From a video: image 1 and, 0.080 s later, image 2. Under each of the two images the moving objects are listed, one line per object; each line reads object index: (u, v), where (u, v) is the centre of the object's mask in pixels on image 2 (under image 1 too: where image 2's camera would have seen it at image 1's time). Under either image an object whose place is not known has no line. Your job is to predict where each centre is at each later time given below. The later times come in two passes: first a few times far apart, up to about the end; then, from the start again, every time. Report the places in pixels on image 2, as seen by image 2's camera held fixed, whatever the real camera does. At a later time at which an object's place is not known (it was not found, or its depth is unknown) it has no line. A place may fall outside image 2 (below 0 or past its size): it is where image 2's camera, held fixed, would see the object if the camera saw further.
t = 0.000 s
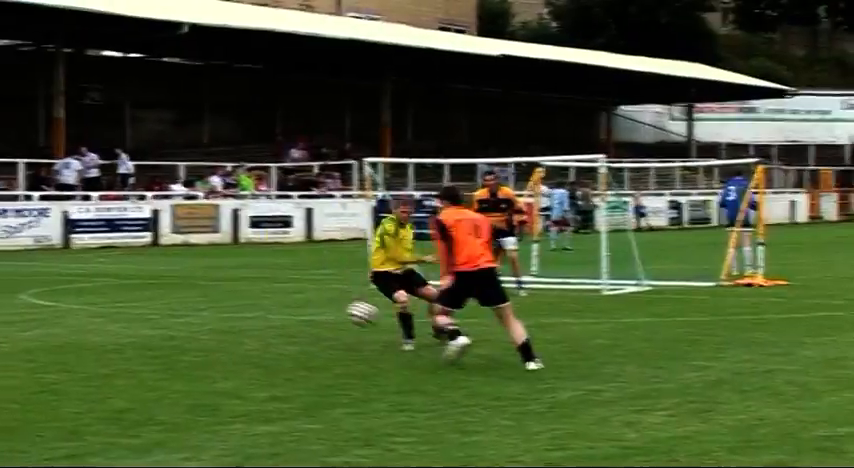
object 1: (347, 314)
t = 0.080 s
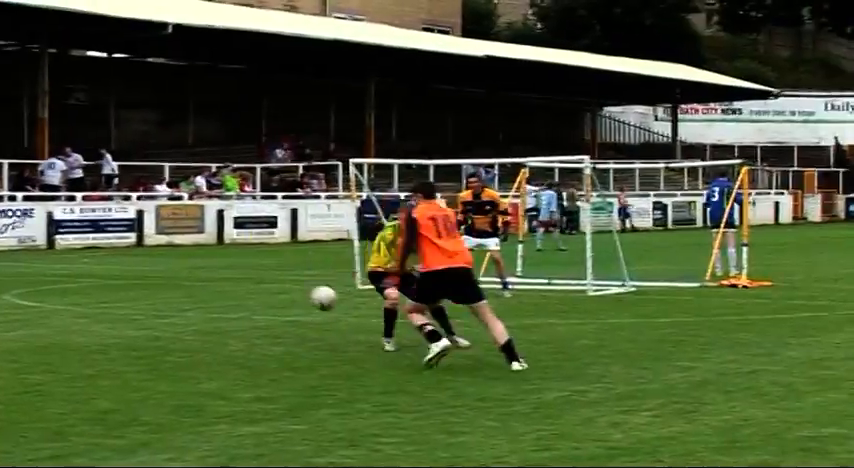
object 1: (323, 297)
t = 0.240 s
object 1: (278, 285)
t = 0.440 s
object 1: (222, 308)
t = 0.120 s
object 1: (312, 292)
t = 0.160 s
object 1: (300, 287)
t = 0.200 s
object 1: (289, 285)
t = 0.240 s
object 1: (278, 285)
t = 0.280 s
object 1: (266, 286)
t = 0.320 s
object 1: (255, 289)
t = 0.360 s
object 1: (244, 293)
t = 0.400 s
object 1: (233, 300)
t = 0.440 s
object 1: (222, 308)
